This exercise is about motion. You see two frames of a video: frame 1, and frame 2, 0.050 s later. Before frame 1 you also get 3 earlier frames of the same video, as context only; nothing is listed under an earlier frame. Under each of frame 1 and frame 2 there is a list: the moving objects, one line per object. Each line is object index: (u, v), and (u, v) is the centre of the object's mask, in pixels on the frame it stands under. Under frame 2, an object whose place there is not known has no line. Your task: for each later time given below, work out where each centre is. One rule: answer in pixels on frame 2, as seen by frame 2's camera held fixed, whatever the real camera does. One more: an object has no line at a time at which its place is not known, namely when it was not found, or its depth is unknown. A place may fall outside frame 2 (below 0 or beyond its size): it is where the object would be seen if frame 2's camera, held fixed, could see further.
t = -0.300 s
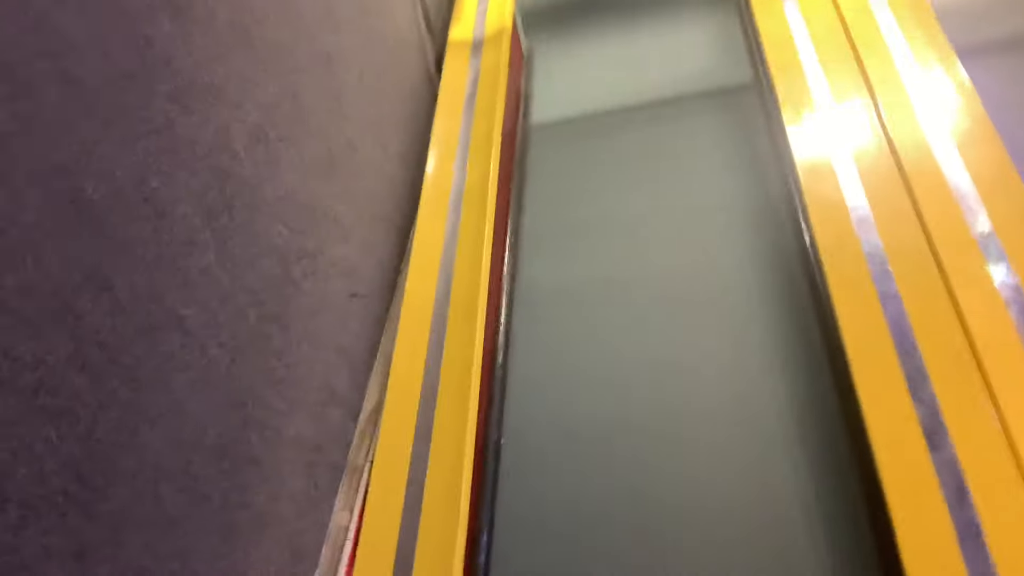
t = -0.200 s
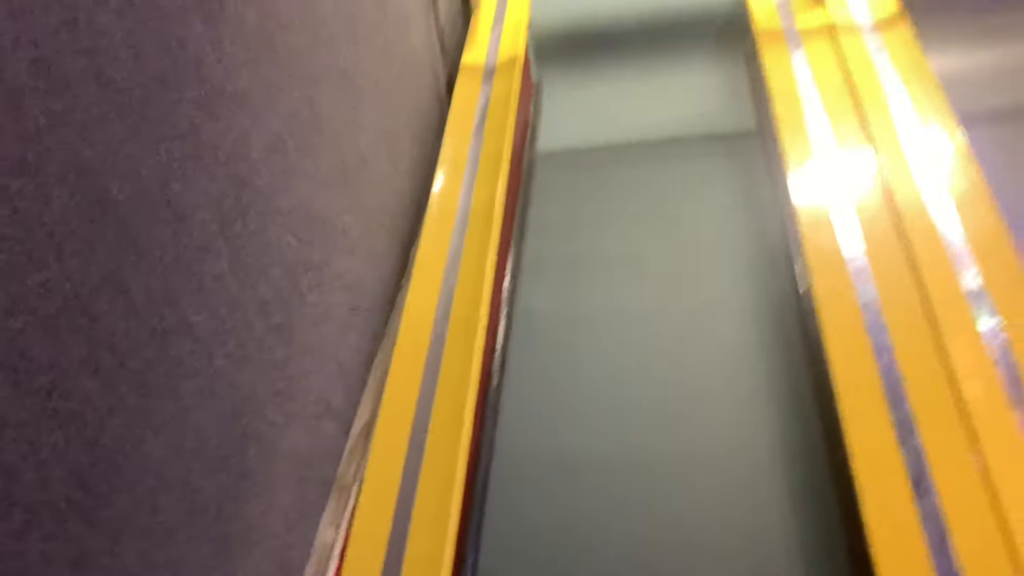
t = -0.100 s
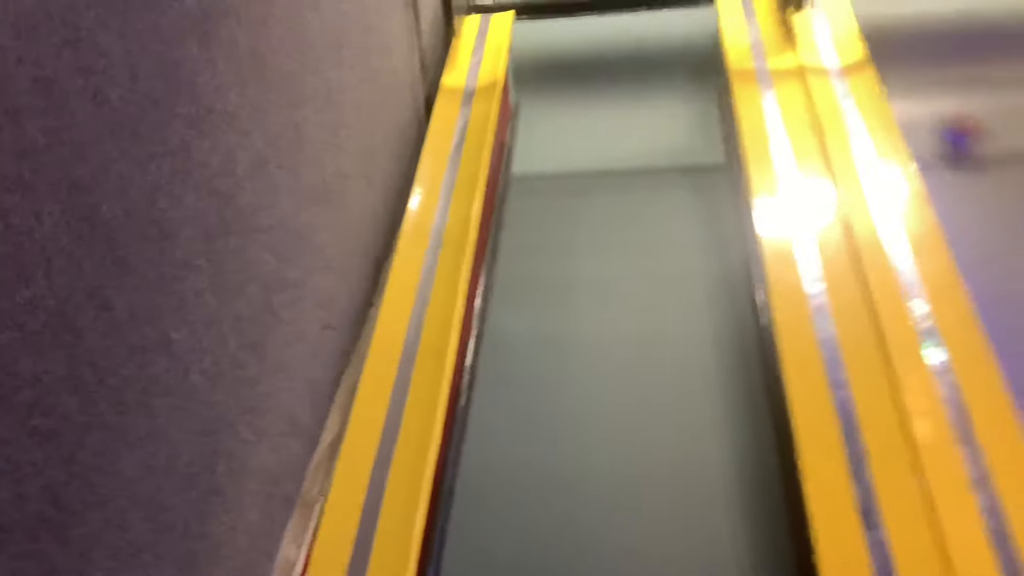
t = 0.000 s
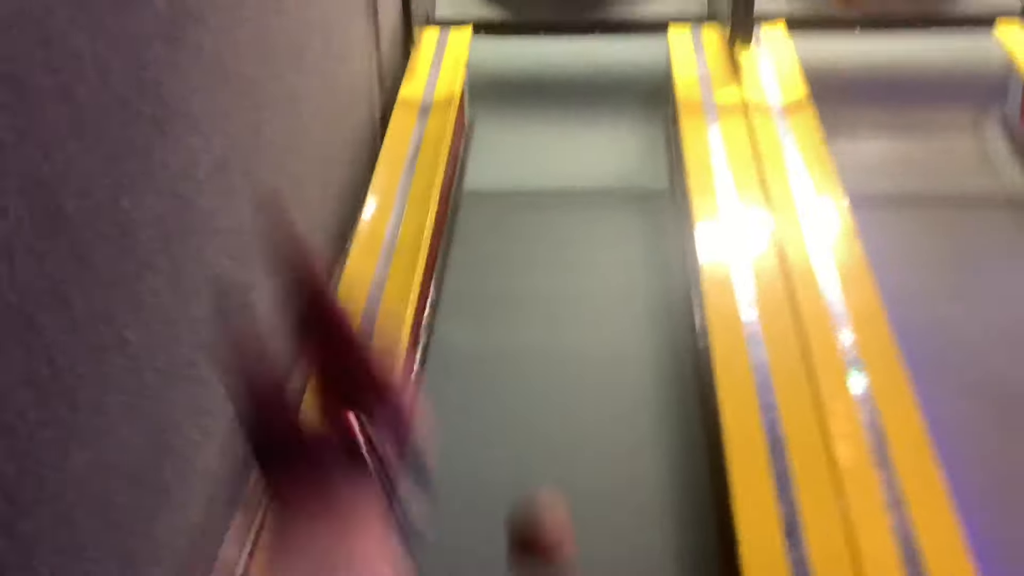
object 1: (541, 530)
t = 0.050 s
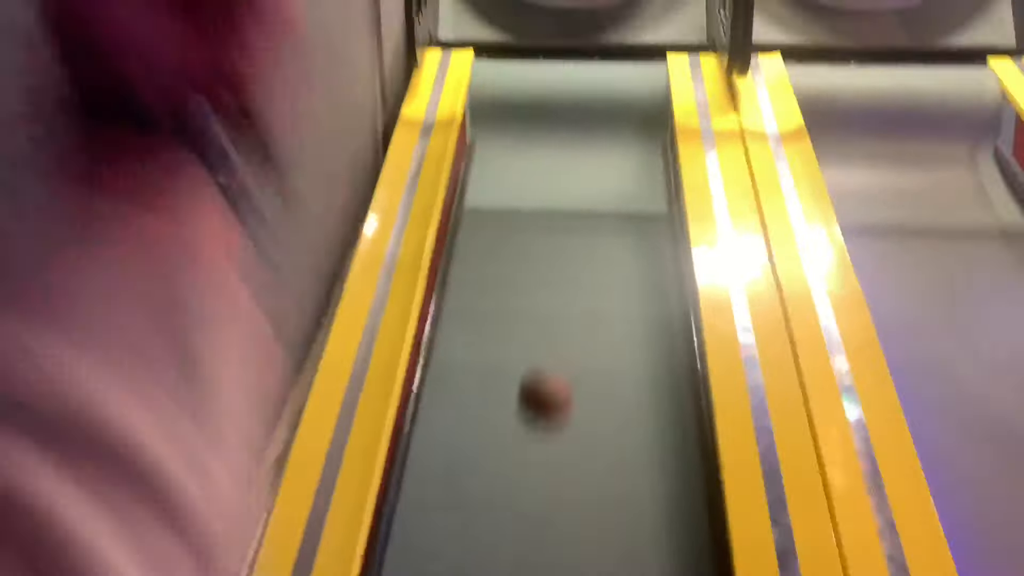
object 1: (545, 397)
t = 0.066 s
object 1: (547, 360)
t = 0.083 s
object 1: (548, 328)
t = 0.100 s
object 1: (549, 302)
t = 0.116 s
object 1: (550, 281)
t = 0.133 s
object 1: (551, 263)
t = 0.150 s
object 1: (551, 247)
